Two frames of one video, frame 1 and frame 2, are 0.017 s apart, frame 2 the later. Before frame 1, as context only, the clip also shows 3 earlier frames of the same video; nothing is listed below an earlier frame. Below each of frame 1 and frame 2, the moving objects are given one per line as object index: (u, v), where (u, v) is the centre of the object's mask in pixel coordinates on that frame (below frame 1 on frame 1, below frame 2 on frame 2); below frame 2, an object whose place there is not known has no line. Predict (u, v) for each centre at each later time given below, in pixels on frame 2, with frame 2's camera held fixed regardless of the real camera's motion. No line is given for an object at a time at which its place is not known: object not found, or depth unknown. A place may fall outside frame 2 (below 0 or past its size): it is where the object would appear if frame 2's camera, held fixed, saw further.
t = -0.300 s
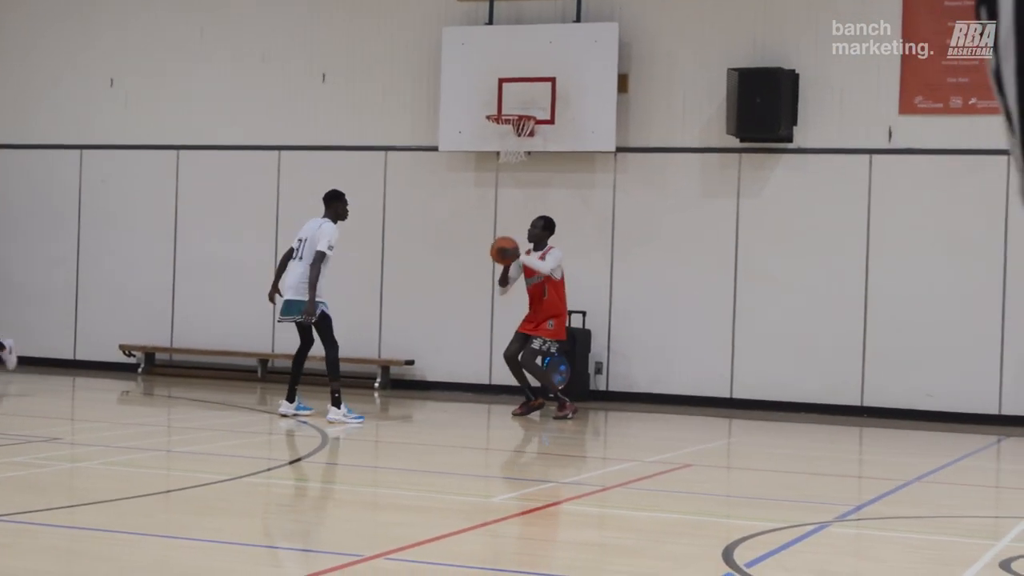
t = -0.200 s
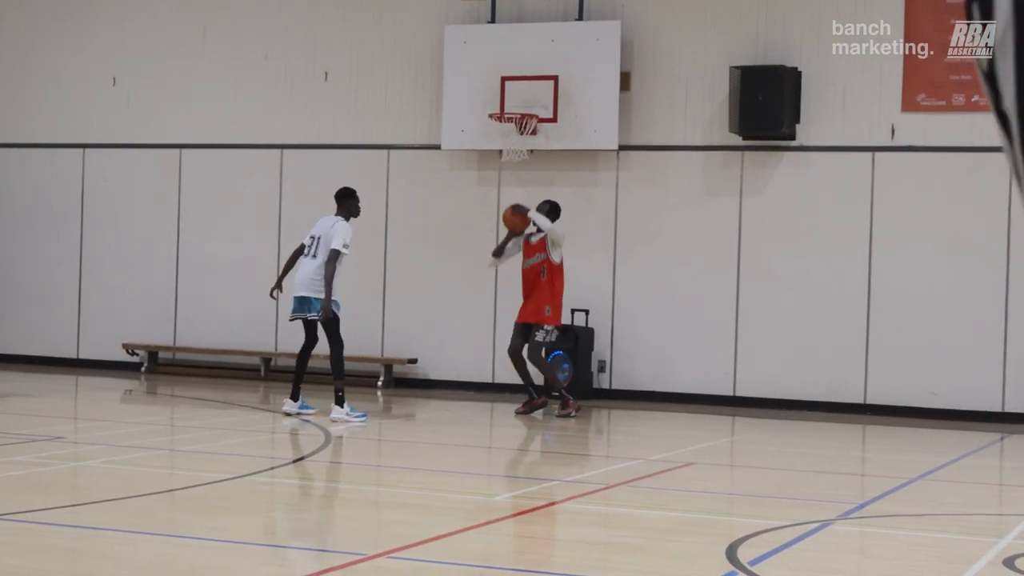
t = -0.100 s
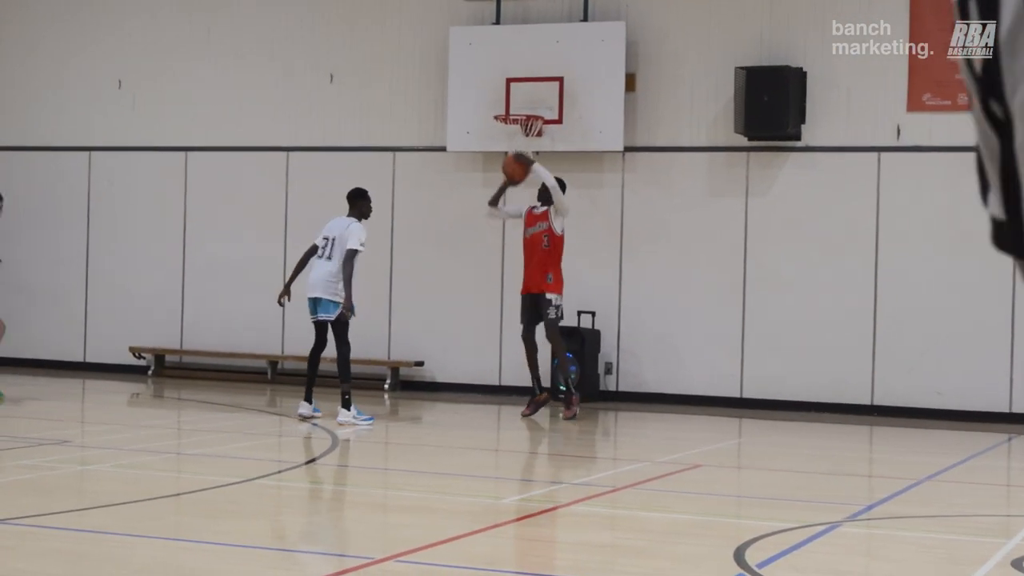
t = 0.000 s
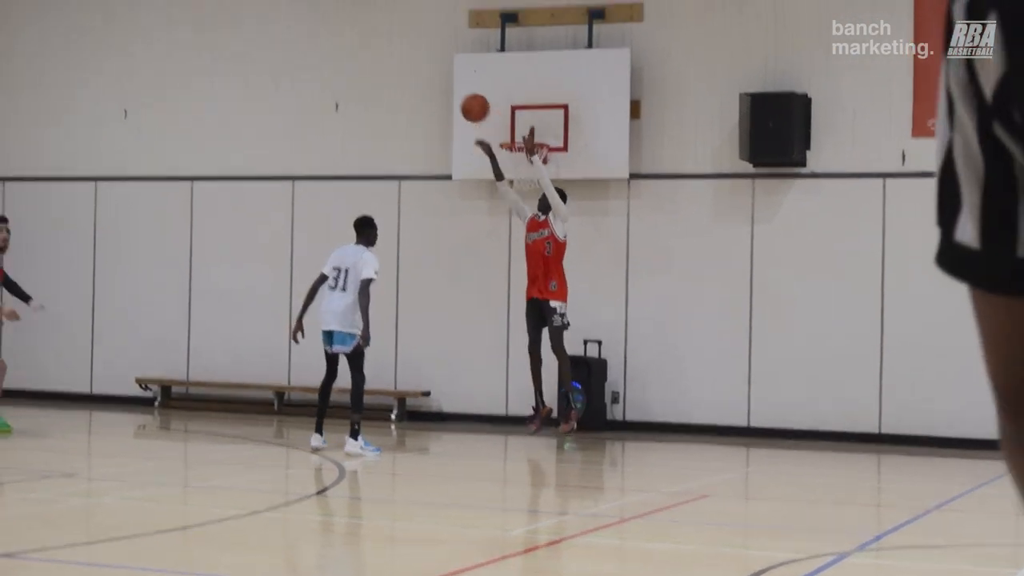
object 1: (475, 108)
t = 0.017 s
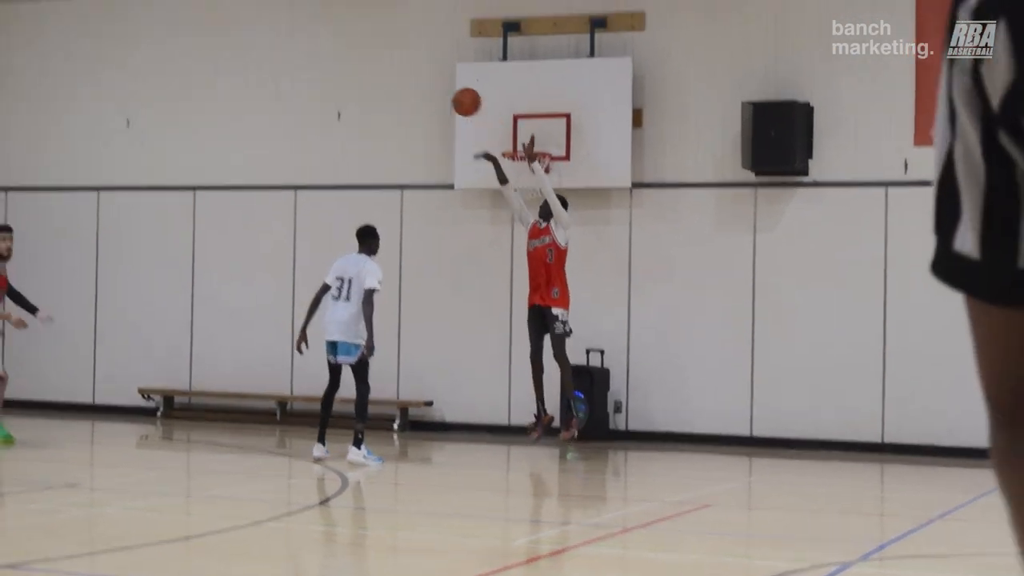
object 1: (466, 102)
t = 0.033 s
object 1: (455, 86)
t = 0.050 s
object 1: (444, 70)
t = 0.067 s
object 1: (433, 55)
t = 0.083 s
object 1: (421, 39)
